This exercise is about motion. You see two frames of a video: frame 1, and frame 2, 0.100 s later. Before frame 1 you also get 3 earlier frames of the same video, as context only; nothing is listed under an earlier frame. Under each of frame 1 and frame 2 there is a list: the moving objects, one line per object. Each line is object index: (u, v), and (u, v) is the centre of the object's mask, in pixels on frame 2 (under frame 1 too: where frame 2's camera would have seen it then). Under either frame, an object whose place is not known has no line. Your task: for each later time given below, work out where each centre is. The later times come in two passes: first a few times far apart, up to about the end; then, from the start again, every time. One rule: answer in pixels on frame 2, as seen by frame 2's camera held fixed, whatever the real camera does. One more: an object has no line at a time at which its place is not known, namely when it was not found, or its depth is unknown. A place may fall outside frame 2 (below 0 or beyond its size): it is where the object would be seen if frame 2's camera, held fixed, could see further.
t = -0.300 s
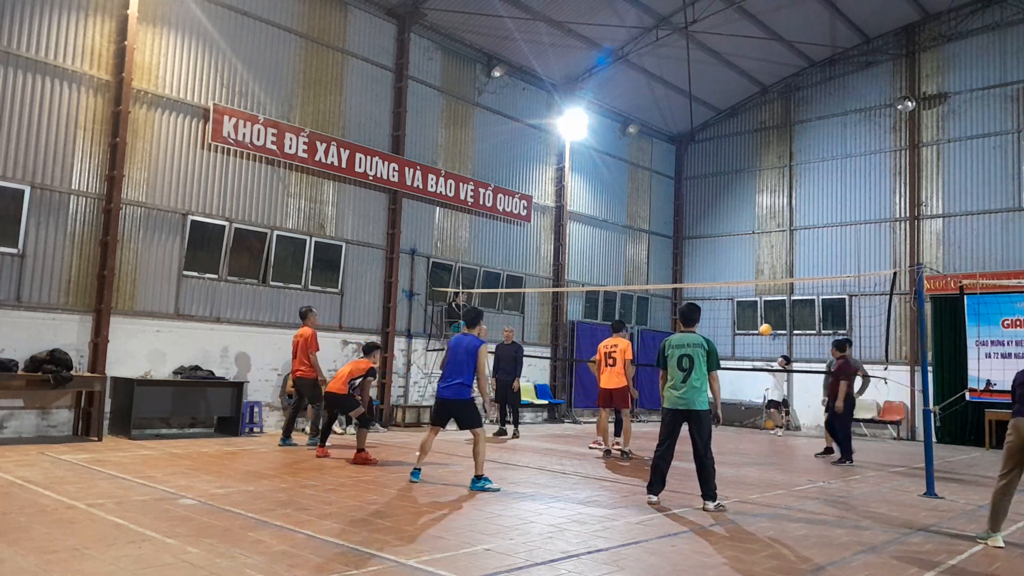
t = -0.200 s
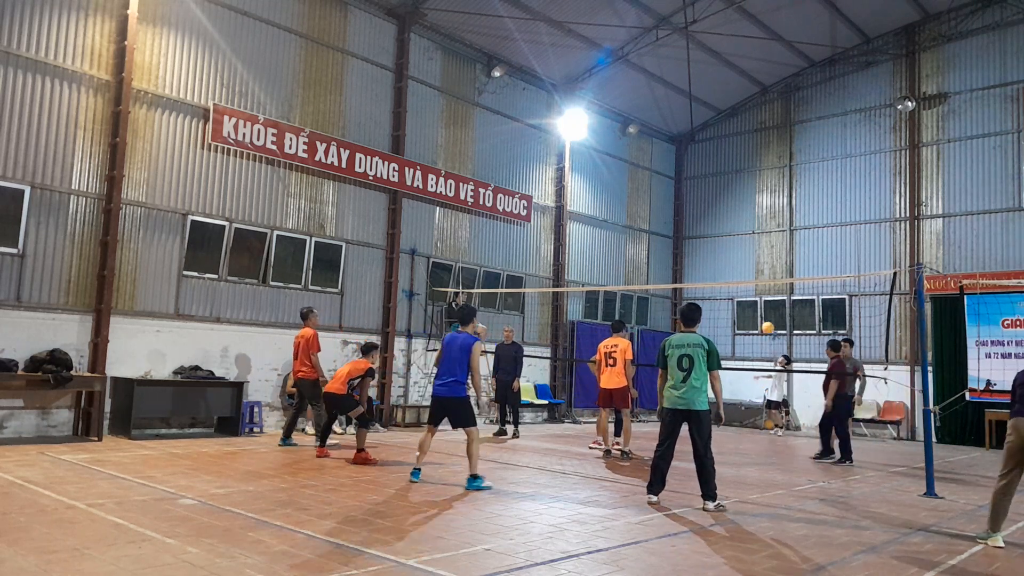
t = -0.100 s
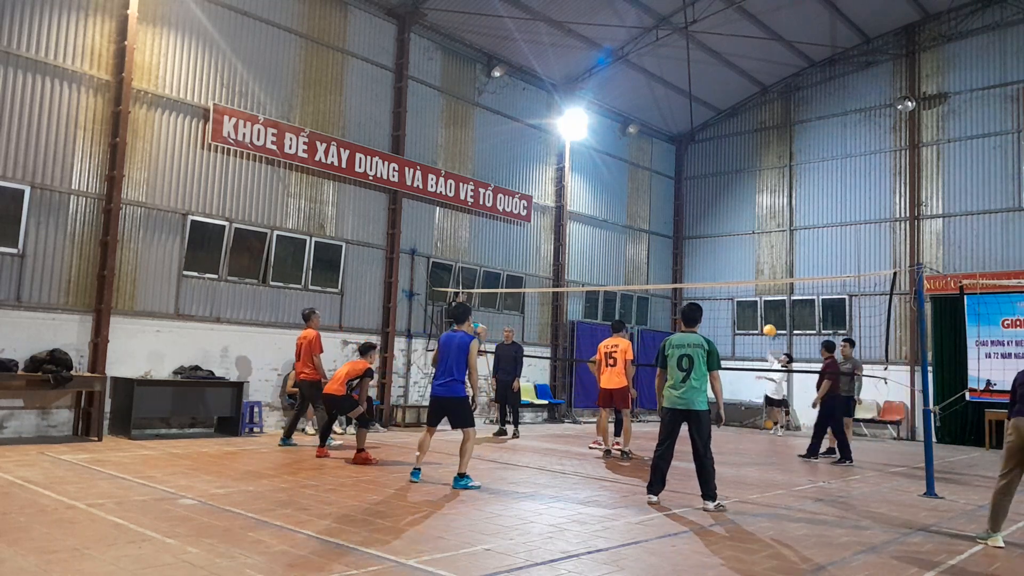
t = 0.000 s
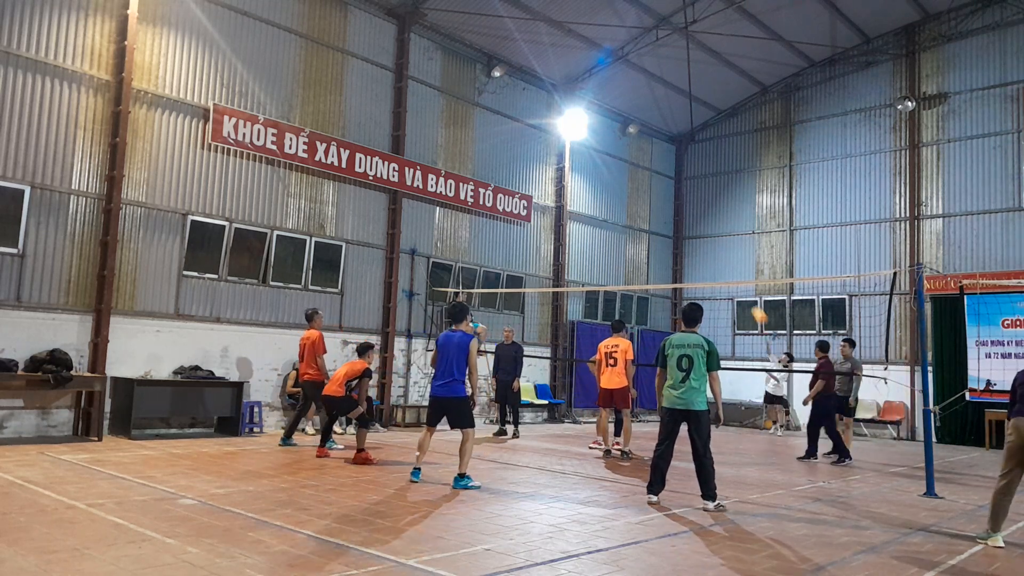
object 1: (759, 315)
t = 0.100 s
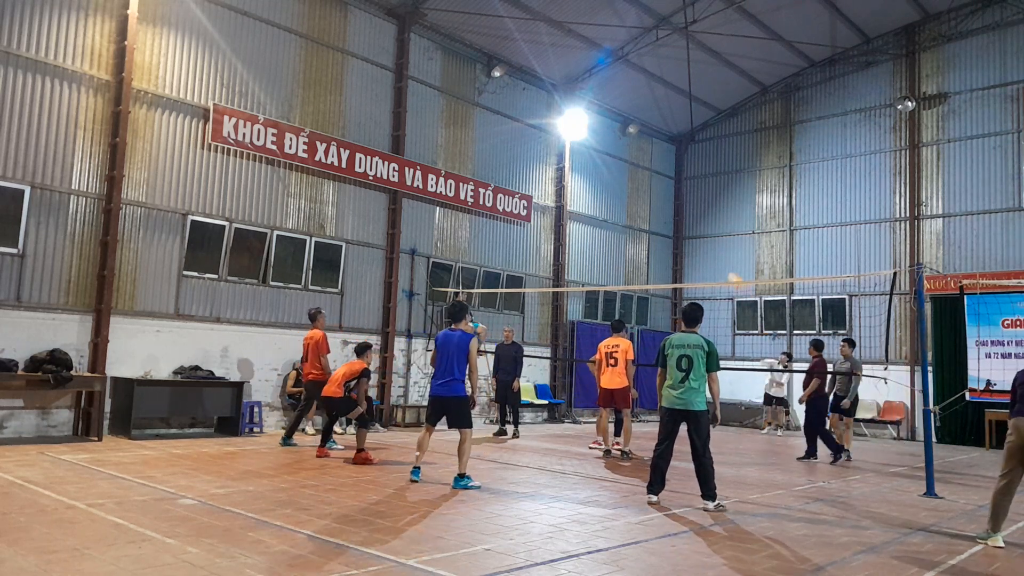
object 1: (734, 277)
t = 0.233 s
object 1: (700, 245)
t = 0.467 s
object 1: (628, 203)
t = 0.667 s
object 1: (557, 190)
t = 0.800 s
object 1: (501, 197)
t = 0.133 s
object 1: (727, 271)
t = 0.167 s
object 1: (719, 262)
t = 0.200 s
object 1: (709, 253)
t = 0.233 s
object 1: (700, 245)
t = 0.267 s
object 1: (690, 238)
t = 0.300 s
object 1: (680, 231)
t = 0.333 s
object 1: (670, 224)
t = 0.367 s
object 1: (660, 218)
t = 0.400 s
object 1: (649, 213)
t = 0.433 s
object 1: (638, 207)
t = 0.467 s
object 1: (628, 203)
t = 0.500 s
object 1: (617, 200)
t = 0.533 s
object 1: (606, 196)
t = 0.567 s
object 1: (595, 194)
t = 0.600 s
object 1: (582, 191)
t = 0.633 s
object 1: (566, 191)
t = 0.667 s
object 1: (557, 190)
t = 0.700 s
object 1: (544, 192)
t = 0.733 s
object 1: (528, 192)
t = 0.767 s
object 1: (515, 194)
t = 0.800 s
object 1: (501, 197)
